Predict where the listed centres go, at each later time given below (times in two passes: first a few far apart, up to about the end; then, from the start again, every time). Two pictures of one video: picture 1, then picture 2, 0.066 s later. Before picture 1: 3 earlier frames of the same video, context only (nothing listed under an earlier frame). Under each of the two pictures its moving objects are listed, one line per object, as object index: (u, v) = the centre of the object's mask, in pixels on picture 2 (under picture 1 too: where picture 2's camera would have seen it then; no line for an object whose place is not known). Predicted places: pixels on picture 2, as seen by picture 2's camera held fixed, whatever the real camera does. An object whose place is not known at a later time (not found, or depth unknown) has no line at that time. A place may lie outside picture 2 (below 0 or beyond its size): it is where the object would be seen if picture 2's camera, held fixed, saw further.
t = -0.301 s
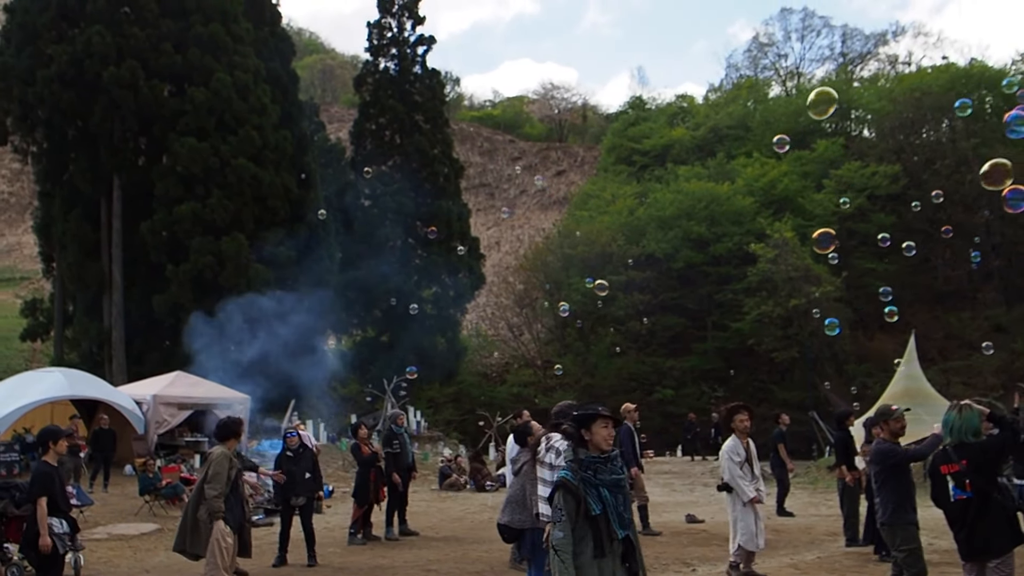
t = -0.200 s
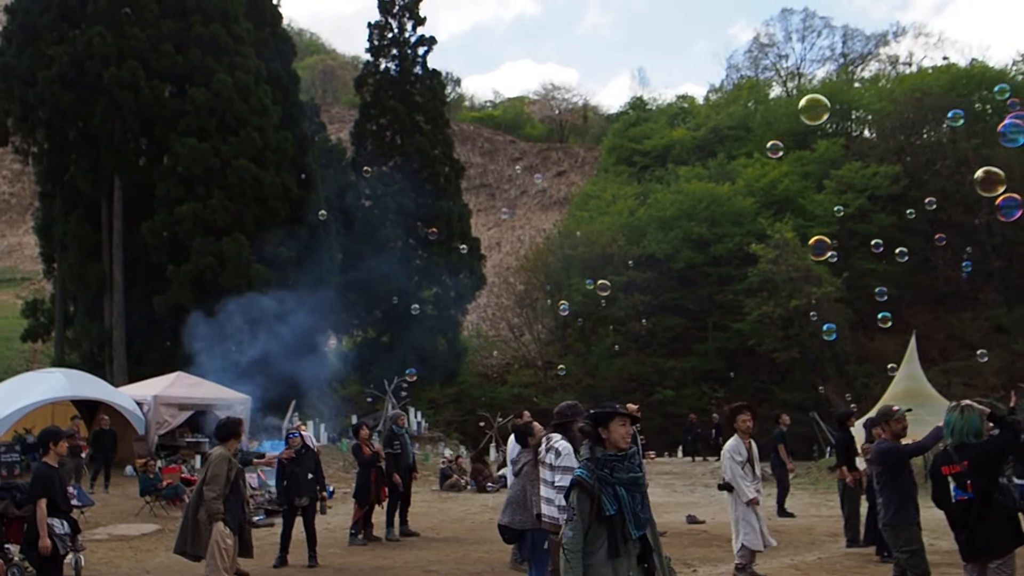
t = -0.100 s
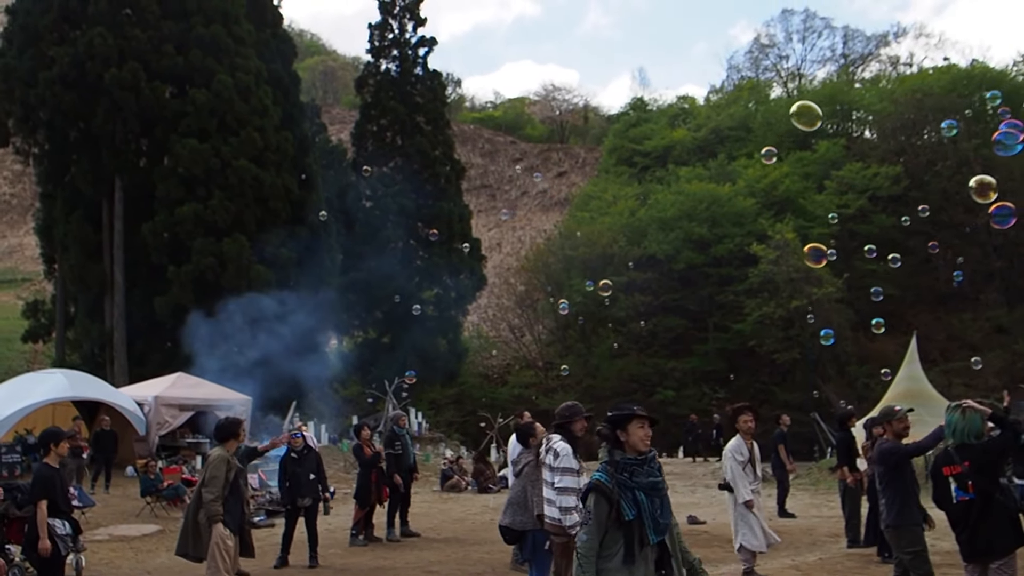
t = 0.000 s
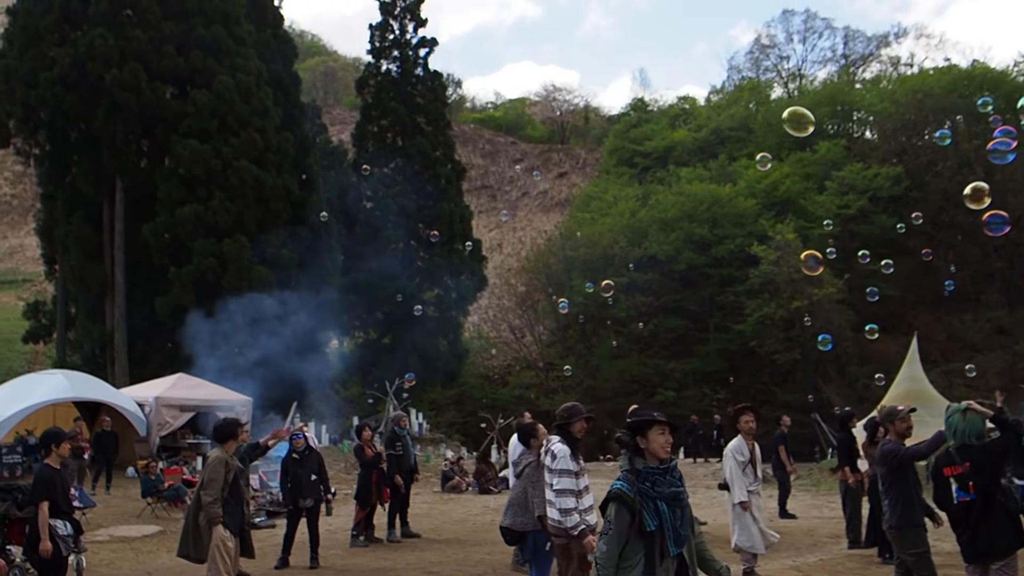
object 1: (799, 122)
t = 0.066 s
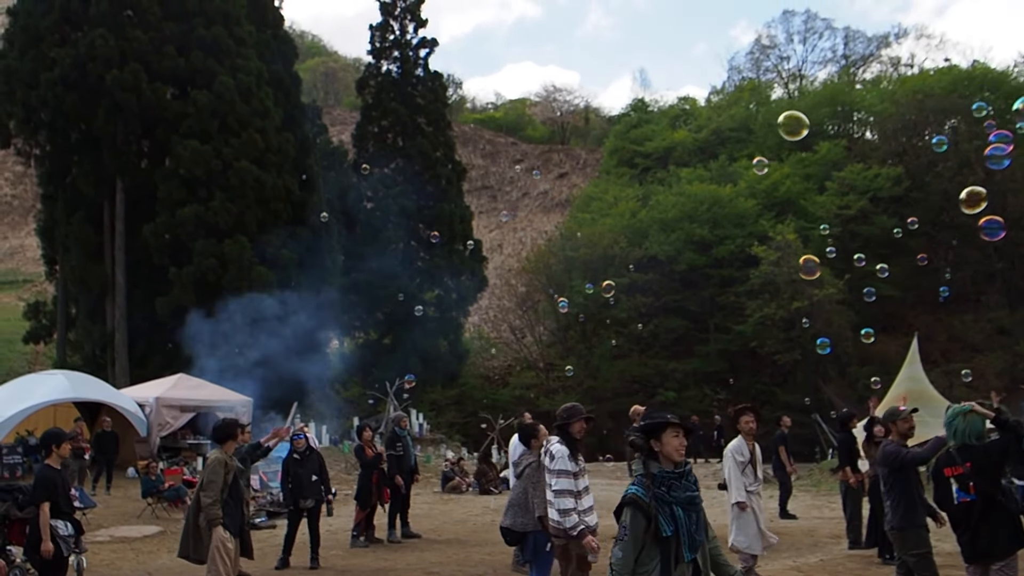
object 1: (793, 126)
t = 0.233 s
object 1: (780, 135)
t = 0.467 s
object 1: (762, 147)
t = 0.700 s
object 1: (746, 160)
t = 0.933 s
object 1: (730, 173)
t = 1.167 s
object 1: (716, 185)
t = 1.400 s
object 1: (703, 198)
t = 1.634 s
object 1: (692, 210)
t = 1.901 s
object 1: (680, 223)
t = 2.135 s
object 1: (672, 235)
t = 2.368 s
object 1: (664, 247)
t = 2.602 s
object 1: (658, 260)
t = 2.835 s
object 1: (652, 273)
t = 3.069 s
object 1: (649, 286)
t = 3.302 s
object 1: (647, 298)
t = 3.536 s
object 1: (647, 310)
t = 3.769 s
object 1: (648, 321)
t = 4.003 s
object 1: (651, 331)
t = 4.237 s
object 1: (654, 340)
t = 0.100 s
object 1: (790, 127)
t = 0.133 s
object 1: (788, 129)
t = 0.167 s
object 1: (785, 131)
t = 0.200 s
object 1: (782, 133)
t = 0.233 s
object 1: (780, 135)
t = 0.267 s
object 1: (777, 136)
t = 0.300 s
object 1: (775, 138)
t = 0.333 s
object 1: (773, 140)
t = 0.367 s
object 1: (770, 142)
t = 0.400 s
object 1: (767, 144)
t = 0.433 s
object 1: (765, 145)
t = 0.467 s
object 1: (762, 147)
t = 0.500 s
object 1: (760, 149)
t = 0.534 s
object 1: (758, 150)
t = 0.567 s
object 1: (755, 153)
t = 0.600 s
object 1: (753, 154)
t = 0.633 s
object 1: (750, 156)
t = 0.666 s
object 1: (748, 158)
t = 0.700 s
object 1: (746, 160)
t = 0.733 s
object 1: (744, 161)
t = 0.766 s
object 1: (741, 163)
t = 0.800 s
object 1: (739, 165)
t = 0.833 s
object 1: (737, 167)
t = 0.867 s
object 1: (734, 169)
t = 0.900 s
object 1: (732, 171)
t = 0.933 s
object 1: (730, 173)
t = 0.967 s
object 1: (728, 174)
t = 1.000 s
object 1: (726, 177)
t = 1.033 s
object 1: (724, 178)
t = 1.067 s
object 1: (722, 180)
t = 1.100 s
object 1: (720, 182)
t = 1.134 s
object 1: (718, 184)
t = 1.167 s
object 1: (716, 185)
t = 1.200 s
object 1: (714, 187)
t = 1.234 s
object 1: (712, 189)
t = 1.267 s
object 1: (710, 191)
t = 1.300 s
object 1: (708, 193)
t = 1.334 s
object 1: (706, 195)
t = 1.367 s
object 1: (705, 197)
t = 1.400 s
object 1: (703, 198)
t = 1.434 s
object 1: (701, 200)
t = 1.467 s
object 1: (699, 202)
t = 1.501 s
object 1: (698, 203)
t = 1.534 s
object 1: (697, 205)
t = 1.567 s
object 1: (695, 207)
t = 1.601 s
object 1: (693, 208)
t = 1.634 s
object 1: (692, 210)
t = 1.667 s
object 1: (690, 212)
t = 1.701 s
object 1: (689, 213)
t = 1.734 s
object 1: (688, 215)
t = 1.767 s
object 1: (686, 217)
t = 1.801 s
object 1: (684, 218)
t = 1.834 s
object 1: (683, 220)
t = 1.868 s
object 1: (682, 222)
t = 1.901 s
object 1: (680, 223)
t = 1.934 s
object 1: (679, 225)
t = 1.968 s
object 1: (678, 227)
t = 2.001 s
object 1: (677, 228)
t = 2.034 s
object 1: (675, 230)
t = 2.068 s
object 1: (674, 232)
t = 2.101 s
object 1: (673, 233)
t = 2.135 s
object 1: (672, 235)
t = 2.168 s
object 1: (671, 237)
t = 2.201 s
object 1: (670, 239)
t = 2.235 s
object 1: (668, 240)
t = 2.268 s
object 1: (667, 242)
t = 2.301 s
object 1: (666, 244)
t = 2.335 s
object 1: (665, 246)
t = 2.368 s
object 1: (664, 247)
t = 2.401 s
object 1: (663, 249)
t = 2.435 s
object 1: (662, 251)
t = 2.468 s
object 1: (661, 253)
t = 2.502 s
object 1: (660, 254)
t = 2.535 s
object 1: (660, 256)
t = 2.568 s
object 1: (659, 258)
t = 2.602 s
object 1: (658, 260)
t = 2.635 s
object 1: (657, 262)
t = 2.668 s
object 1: (656, 264)
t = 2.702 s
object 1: (655, 266)
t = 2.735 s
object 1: (655, 267)
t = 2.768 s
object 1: (654, 269)
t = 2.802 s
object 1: (653, 271)
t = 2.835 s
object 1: (652, 273)
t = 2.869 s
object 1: (652, 275)
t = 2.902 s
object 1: (651, 277)
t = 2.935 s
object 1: (651, 279)
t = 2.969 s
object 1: (650, 281)
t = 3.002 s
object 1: (650, 282)
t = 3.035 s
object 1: (649, 284)
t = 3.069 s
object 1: (649, 286)
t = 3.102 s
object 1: (648, 288)
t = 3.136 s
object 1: (648, 290)
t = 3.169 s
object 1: (648, 291)
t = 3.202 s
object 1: (648, 293)
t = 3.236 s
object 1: (647, 295)
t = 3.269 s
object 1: (647, 297)
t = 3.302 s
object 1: (647, 298)
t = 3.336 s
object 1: (647, 300)
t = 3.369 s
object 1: (647, 302)
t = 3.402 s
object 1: (647, 304)
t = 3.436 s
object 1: (647, 305)
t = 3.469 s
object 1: (647, 307)
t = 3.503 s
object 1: (647, 308)
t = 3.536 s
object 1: (647, 310)
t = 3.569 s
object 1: (648, 311)
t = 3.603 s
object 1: (648, 313)
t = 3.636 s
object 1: (648, 315)
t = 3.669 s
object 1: (648, 316)
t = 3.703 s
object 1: (649, 318)
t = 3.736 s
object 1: (649, 319)
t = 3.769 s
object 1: (648, 321)
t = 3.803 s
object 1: (649, 323)
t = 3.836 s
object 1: (650, 324)
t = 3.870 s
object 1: (650, 325)
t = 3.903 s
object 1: (650, 327)
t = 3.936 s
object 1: (650, 328)
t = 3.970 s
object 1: (650, 329)
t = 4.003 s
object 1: (651, 331)
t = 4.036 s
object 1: (651, 332)
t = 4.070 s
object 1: (652, 334)
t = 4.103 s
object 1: (652, 335)
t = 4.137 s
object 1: (652, 336)
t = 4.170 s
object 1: (653, 338)
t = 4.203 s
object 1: (653, 339)
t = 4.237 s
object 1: (654, 340)
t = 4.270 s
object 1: (653, 341)
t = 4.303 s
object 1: (650, 341)
